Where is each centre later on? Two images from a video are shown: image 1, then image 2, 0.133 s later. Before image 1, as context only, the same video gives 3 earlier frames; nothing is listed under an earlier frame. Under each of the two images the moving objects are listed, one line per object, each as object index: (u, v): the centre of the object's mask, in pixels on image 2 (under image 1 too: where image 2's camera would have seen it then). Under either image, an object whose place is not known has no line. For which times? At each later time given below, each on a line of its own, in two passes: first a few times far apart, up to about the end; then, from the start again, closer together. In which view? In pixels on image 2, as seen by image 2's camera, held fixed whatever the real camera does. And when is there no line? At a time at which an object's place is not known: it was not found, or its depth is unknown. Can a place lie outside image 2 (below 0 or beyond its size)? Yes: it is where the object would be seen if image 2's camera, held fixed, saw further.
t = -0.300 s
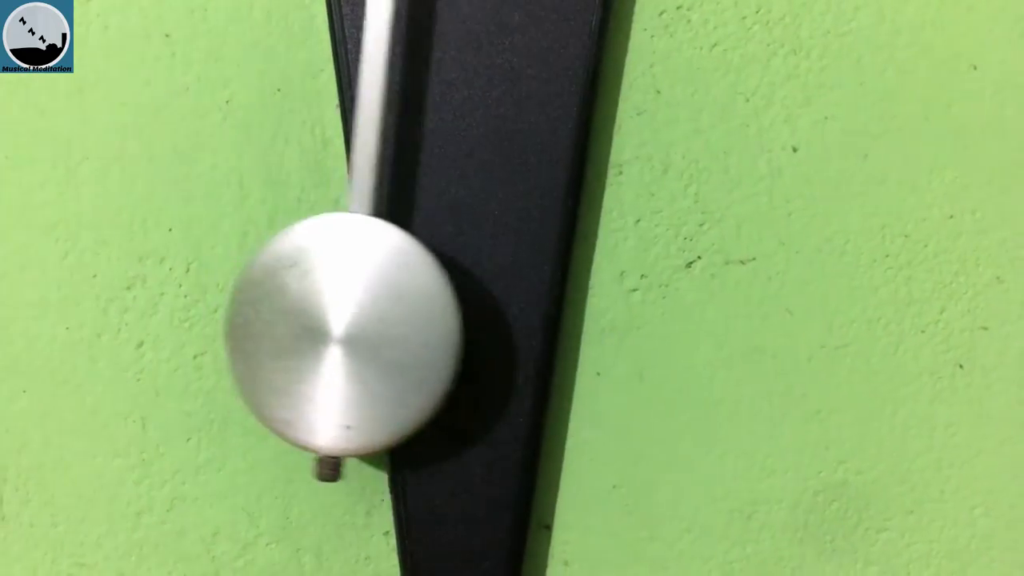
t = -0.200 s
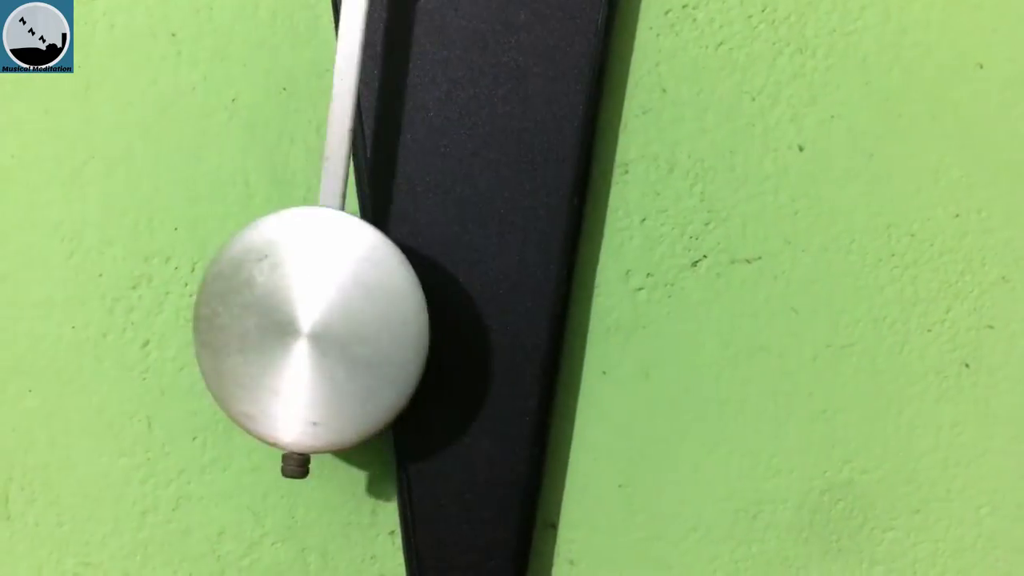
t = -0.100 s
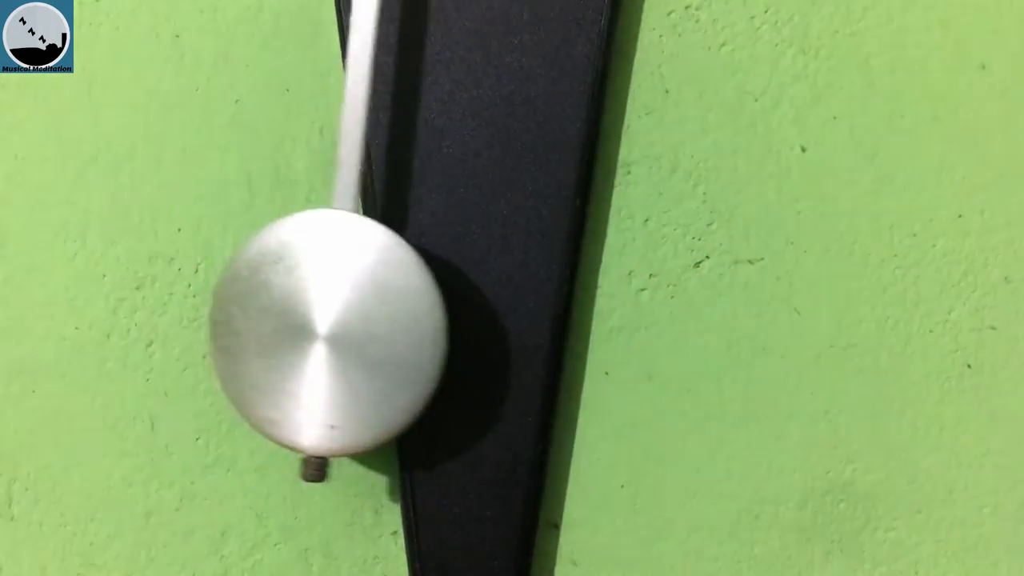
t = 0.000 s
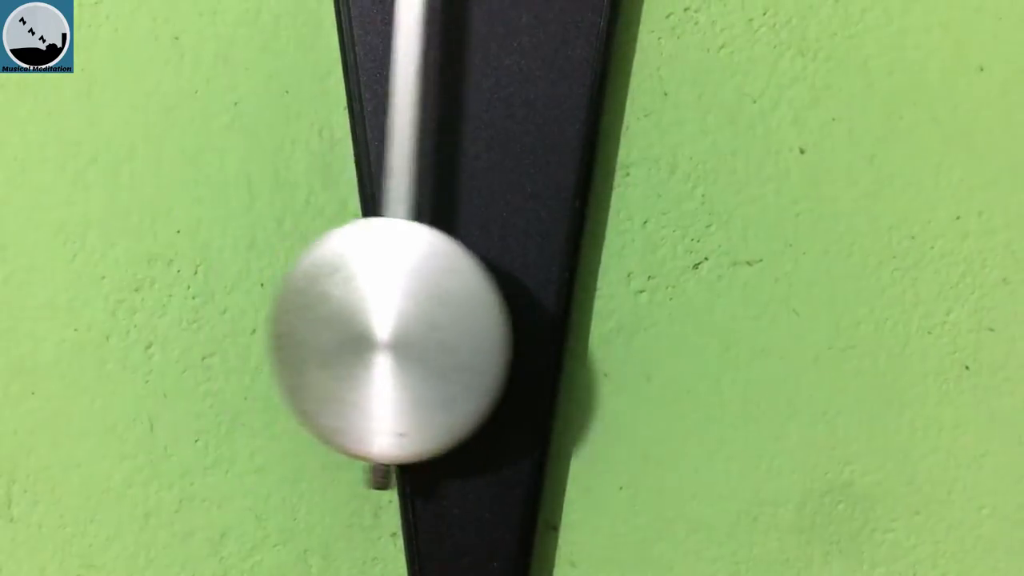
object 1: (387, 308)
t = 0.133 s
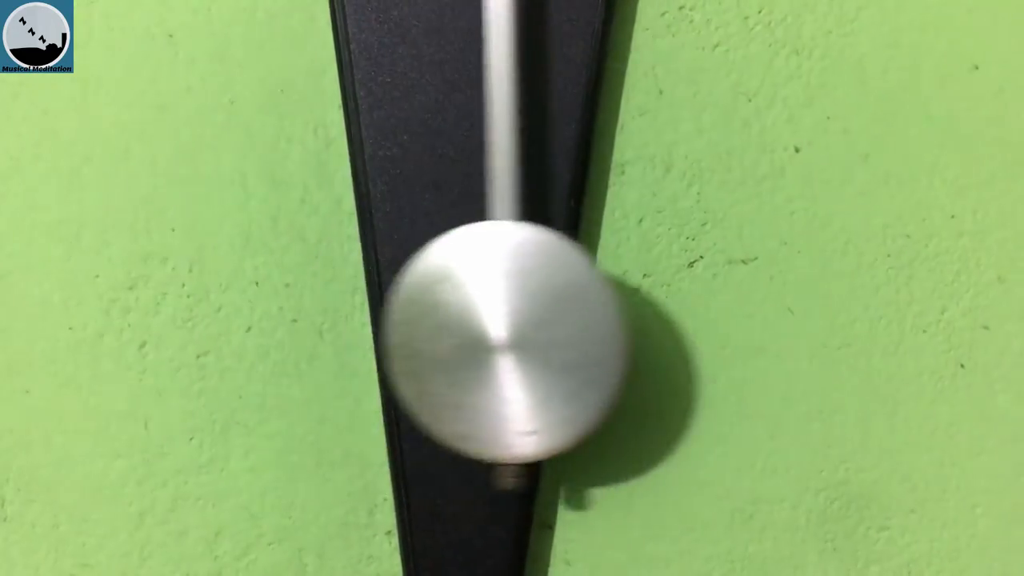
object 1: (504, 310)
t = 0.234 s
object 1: (591, 308)
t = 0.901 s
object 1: (332, 306)
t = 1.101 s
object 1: (339, 305)
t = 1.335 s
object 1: (529, 307)
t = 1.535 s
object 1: (659, 308)
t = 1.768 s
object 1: (580, 311)
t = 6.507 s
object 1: (550, 309)
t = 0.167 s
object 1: (535, 309)
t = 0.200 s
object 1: (564, 309)
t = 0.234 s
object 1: (591, 308)
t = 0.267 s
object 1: (614, 308)
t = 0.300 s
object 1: (634, 307)
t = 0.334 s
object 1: (649, 308)
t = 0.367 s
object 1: (659, 308)
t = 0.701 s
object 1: (487, 308)
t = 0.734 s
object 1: (457, 307)
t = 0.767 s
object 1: (426, 306)
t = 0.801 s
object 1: (398, 306)
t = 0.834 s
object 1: (372, 307)
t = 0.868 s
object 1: (350, 306)
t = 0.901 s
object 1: (332, 306)
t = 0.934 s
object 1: (318, 306)
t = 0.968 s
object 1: (311, 305)
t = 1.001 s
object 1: (310, 305)
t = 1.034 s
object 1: (314, 305)
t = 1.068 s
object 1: (324, 306)
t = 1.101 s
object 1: (339, 305)
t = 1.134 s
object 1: (359, 304)
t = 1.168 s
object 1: (383, 305)
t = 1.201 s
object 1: (411, 304)
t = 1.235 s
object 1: (439, 303)
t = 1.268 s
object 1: (469, 305)
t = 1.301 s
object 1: (498, 307)
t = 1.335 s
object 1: (529, 307)
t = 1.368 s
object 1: (559, 306)
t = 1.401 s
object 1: (586, 306)
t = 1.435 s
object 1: (610, 307)
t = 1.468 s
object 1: (631, 307)
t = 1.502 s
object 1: (647, 307)
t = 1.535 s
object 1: (659, 308)
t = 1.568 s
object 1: (664, 308)
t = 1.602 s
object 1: (664, 309)
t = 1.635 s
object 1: (657, 309)
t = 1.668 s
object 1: (645, 310)
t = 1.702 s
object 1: (628, 310)
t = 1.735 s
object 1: (606, 311)
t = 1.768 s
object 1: (580, 311)
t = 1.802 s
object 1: (552, 310)
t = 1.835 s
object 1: (522, 310)
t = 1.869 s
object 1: (491, 309)
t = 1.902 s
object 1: (461, 309)
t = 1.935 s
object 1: (432, 308)
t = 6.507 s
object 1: (550, 309)
